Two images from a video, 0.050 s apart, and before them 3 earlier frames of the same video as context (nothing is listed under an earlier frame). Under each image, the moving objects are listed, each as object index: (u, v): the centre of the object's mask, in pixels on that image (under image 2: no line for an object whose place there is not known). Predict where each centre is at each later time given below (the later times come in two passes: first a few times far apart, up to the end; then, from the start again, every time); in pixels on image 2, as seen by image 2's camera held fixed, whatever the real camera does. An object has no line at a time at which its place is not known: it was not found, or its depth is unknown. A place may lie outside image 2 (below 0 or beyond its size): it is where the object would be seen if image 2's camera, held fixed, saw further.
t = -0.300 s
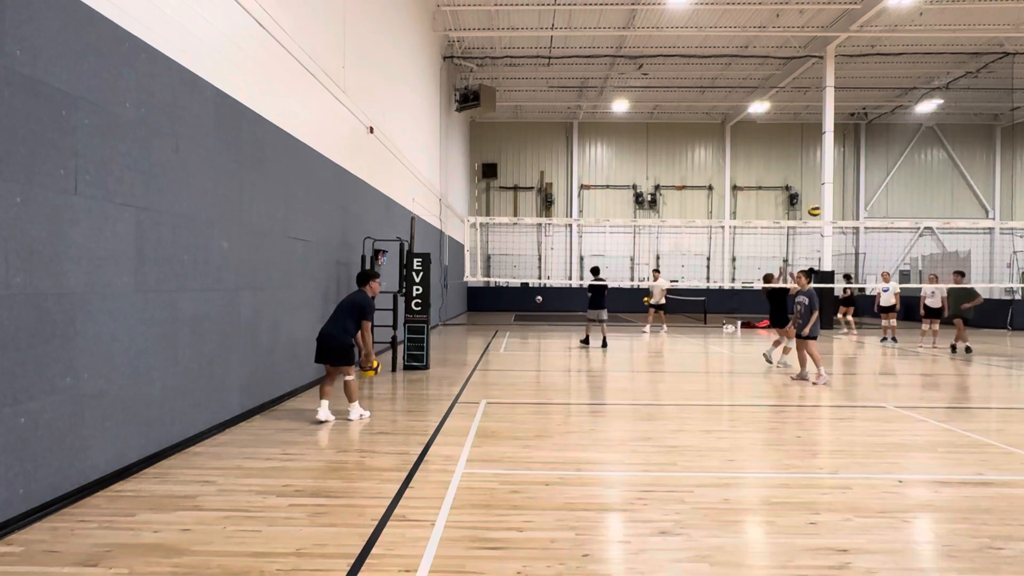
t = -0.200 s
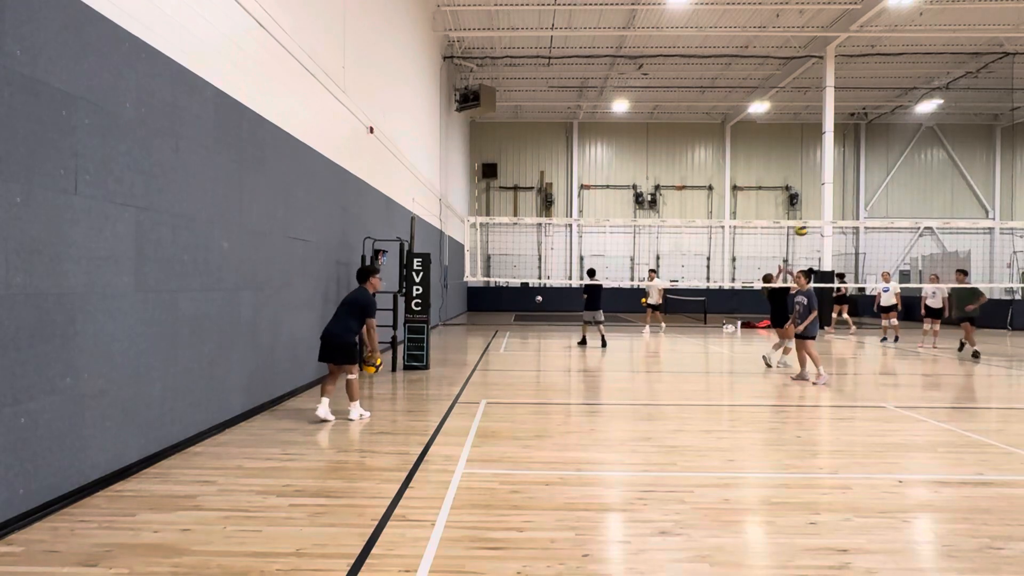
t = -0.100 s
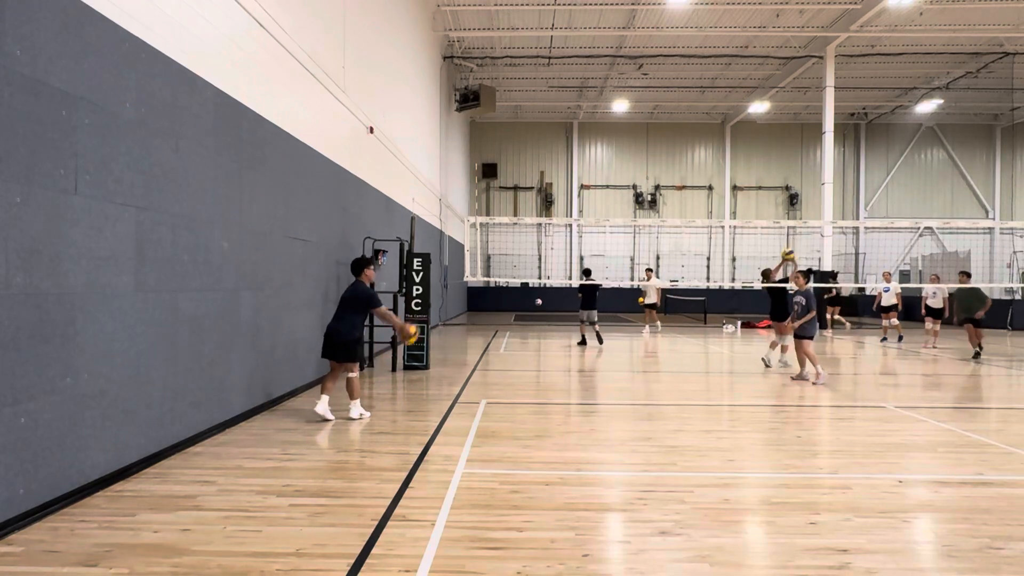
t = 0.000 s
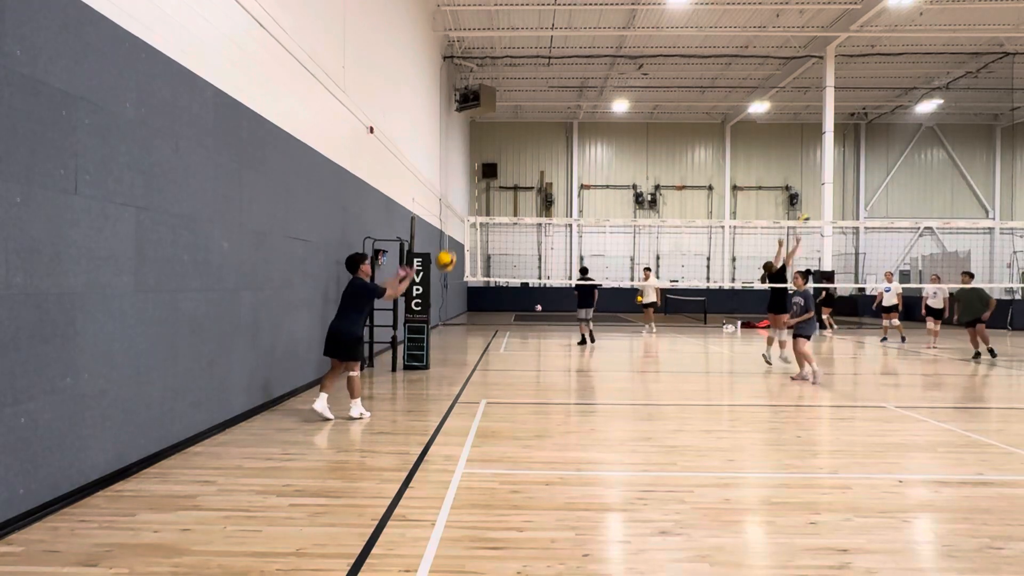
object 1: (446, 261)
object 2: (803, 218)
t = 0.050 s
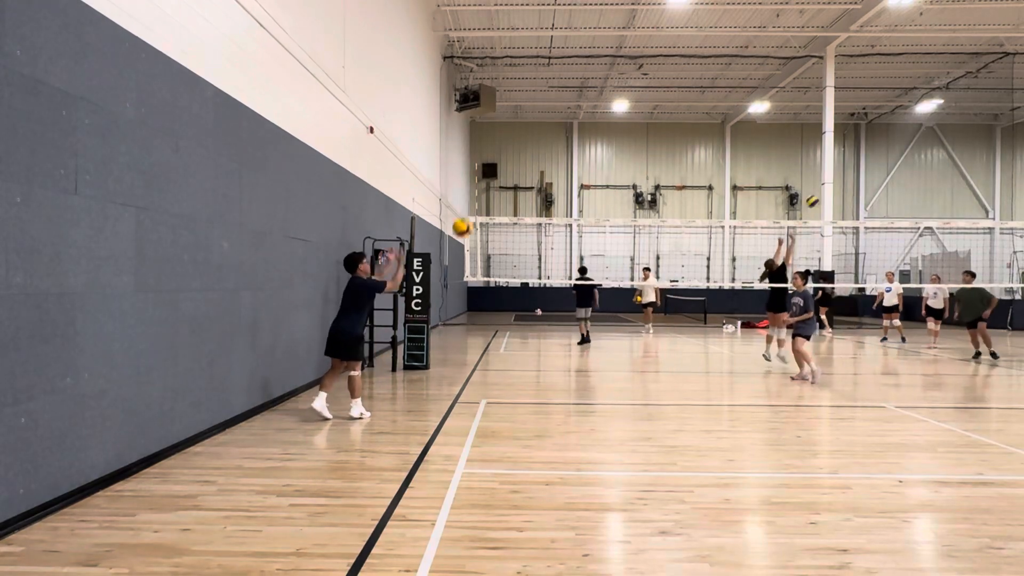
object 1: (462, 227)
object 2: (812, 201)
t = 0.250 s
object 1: (522, 129)
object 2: (848, 142)
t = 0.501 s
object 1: (588, 69)
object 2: (894, 101)
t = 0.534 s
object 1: (596, 64)
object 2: (899, 99)
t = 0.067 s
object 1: (468, 217)
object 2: (815, 195)
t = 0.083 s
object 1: (473, 207)
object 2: (818, 190)
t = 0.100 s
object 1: (478, 198)
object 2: (822, 184)
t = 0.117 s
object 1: (484, 189)
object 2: (825, 179)
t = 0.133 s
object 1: (489, 181)
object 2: (828, 174)
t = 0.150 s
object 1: (493, 172)
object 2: (830, 169)
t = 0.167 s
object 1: (499, 163)
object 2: (833, 164)
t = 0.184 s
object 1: (503, 156)
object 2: (836, 160)
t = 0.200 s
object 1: (508, 149)
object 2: (840, 155)
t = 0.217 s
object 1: (513, 142)
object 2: (842, 150)
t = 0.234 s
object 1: (518, 135)
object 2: (845, 146)
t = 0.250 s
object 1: (522, 129)
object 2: (848, 142)
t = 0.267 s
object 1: (527, 123)
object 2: (851, 138)
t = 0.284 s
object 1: (532, 117)
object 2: (854, 134)
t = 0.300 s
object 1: (537, 112)
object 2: (857, 130)
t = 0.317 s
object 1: (541, 107)
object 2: (860, 127)
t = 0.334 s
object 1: (545, 102)
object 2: (863, 123)
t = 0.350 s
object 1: (550, 98)
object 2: (866, 121)
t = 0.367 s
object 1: (554, 93)
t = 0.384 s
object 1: (558, 89)
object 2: (871, 115)
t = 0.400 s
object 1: (563, 86)
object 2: (874, 113)
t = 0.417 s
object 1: (567, 82)
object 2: (877, 111)
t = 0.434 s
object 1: (571, 79)
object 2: (881, 109)
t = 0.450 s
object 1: (575, 76)
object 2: (884, 106)
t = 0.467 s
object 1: (580, 73)
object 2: (887, 104)
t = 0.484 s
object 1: (583, 71)
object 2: (890, 103)
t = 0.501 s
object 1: (588, 69)
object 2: (894, 101)
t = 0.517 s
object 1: (591, 66)
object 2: (896, 100)
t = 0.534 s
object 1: (596, 64)
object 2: (899, 99)
